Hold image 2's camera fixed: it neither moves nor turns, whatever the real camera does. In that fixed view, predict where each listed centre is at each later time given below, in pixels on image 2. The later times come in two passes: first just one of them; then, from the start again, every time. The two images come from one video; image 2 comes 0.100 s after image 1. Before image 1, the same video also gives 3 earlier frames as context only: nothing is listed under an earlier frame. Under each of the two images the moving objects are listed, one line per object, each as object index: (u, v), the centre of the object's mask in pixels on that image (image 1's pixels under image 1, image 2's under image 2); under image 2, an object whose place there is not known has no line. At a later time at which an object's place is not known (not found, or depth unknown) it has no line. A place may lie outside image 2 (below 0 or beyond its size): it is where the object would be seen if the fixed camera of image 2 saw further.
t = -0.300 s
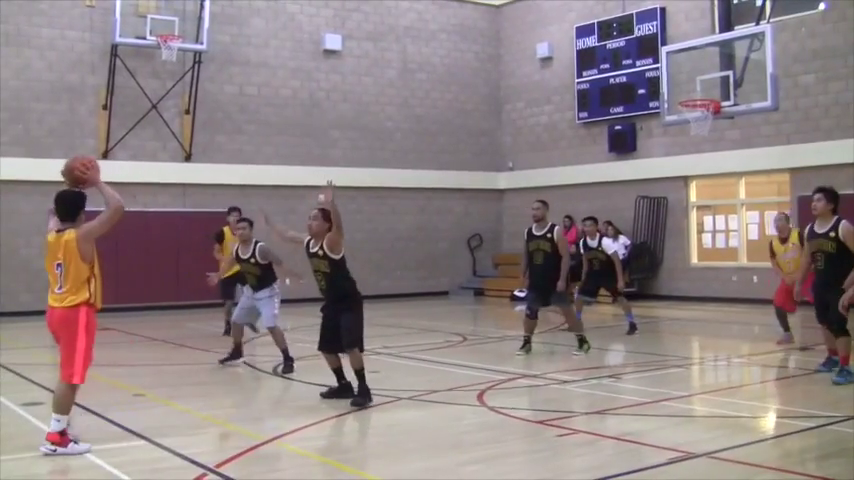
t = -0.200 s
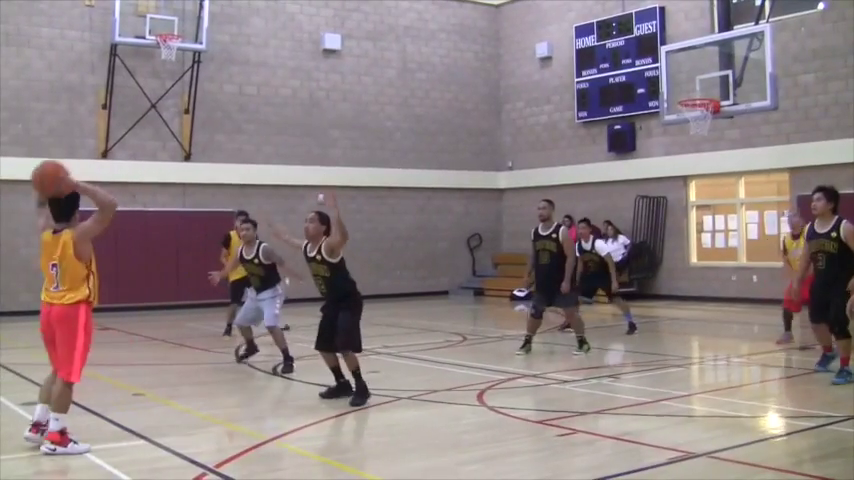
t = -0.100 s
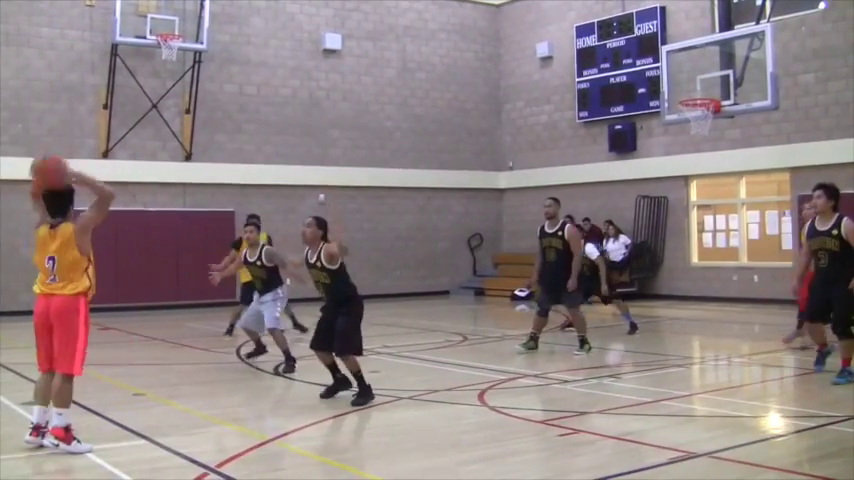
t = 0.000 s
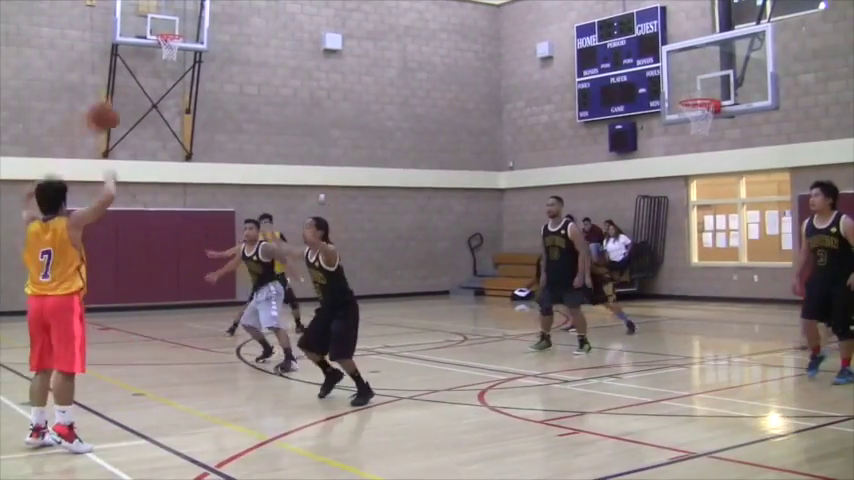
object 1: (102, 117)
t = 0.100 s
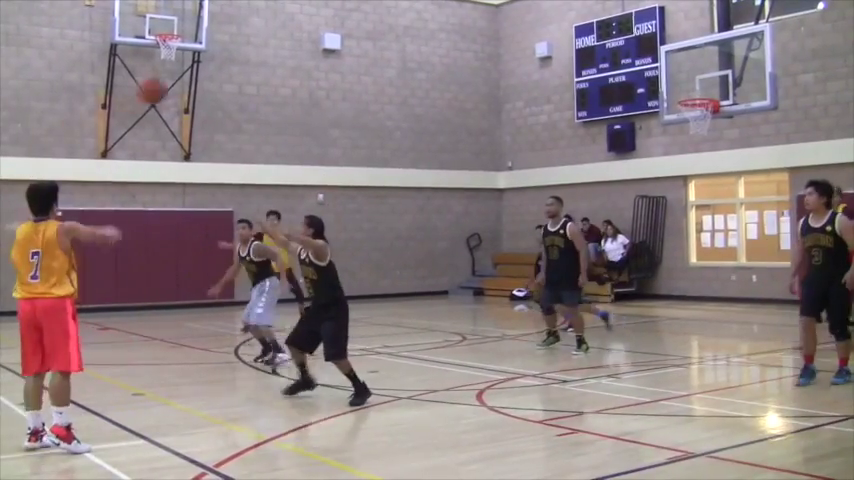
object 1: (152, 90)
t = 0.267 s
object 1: (215, 81)
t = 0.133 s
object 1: (167, 86)
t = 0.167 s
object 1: (180, 83)
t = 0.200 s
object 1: (193, 80)
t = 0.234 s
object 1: (205, 81)
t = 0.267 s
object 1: (215, 81)
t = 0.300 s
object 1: (223, 83)
